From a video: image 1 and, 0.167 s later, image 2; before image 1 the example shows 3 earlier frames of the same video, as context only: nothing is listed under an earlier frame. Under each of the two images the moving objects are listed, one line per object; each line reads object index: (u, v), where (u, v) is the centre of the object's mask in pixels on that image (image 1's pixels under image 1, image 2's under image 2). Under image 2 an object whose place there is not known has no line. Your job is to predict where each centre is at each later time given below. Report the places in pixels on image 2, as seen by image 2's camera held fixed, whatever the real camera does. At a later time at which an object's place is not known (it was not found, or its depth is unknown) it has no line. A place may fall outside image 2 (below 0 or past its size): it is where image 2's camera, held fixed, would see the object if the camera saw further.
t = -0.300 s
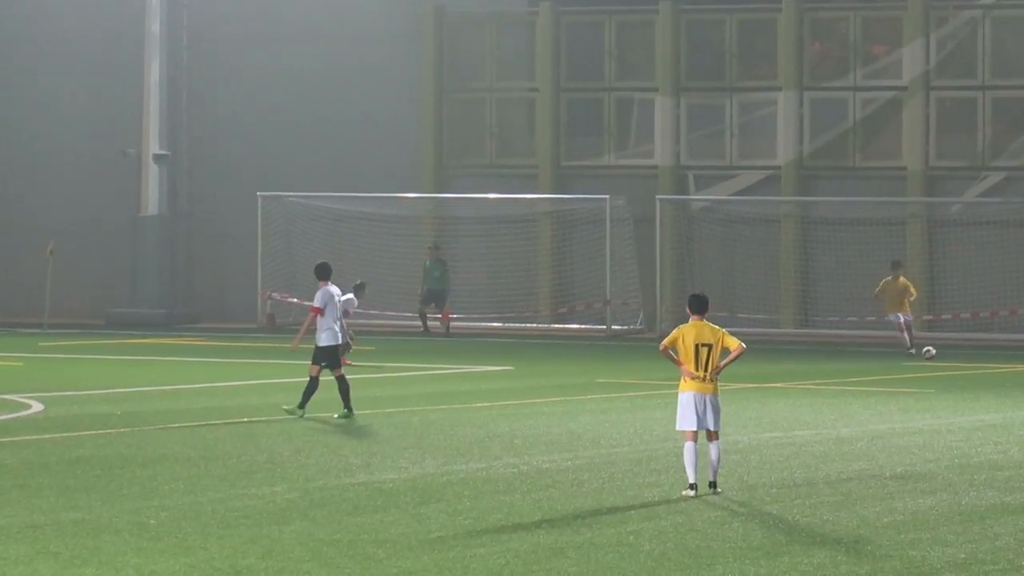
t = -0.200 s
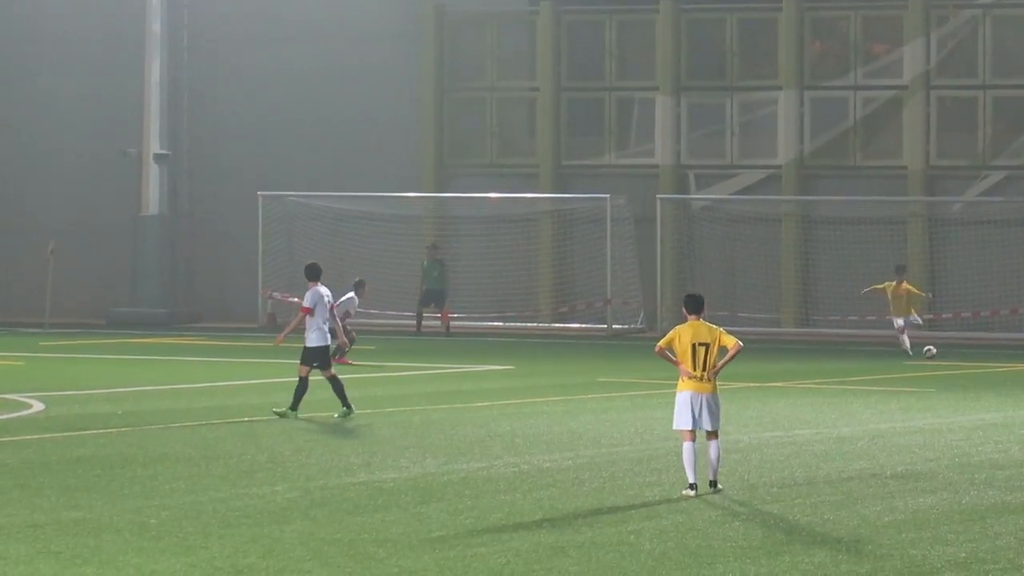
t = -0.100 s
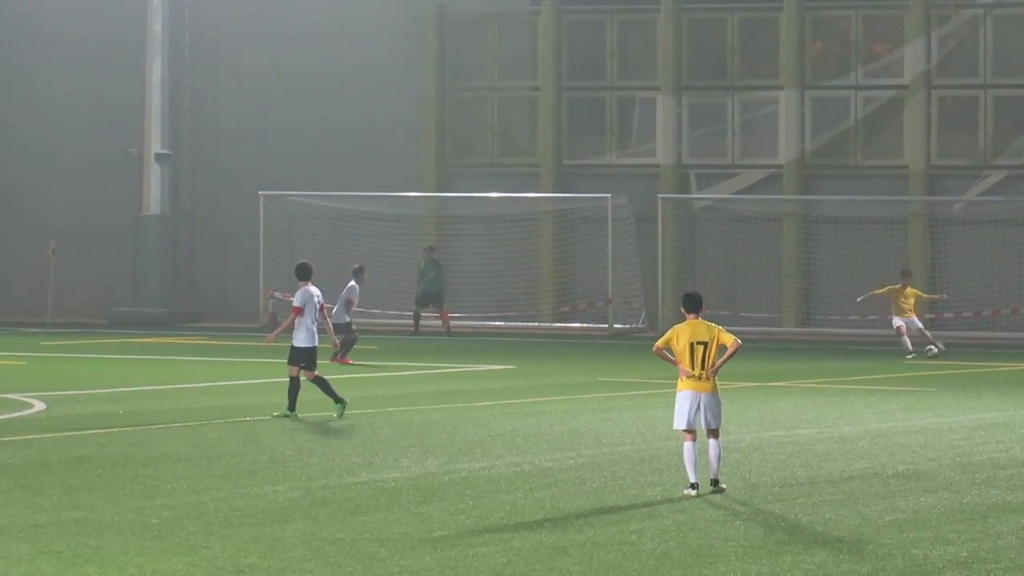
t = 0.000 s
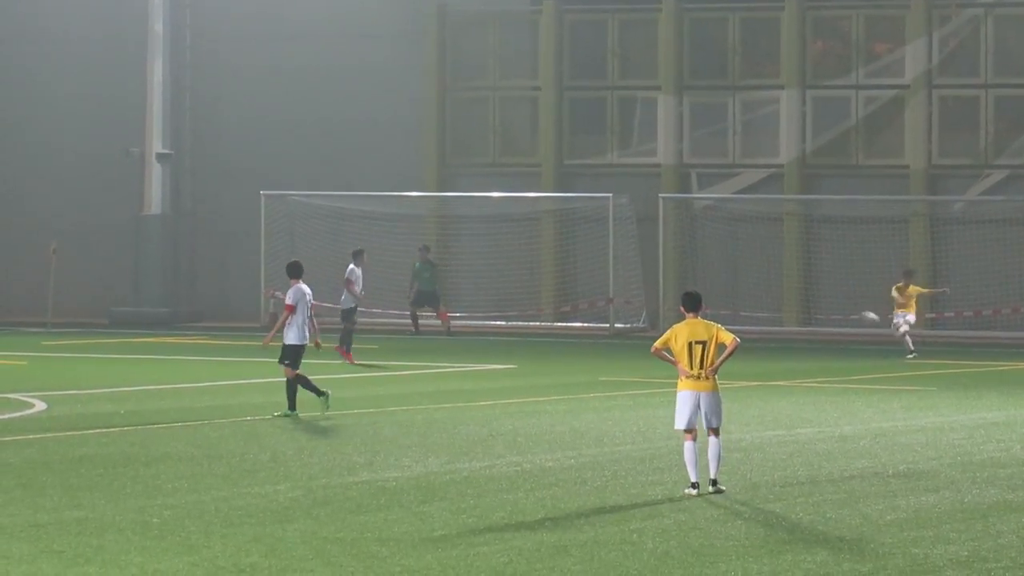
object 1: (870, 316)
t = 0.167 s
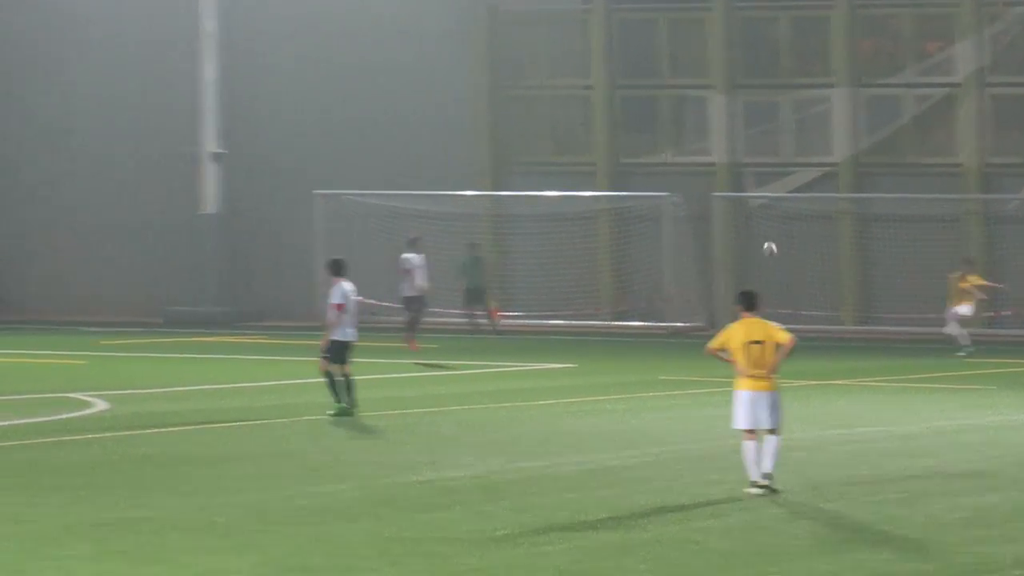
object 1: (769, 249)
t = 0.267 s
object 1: (670, 214)
